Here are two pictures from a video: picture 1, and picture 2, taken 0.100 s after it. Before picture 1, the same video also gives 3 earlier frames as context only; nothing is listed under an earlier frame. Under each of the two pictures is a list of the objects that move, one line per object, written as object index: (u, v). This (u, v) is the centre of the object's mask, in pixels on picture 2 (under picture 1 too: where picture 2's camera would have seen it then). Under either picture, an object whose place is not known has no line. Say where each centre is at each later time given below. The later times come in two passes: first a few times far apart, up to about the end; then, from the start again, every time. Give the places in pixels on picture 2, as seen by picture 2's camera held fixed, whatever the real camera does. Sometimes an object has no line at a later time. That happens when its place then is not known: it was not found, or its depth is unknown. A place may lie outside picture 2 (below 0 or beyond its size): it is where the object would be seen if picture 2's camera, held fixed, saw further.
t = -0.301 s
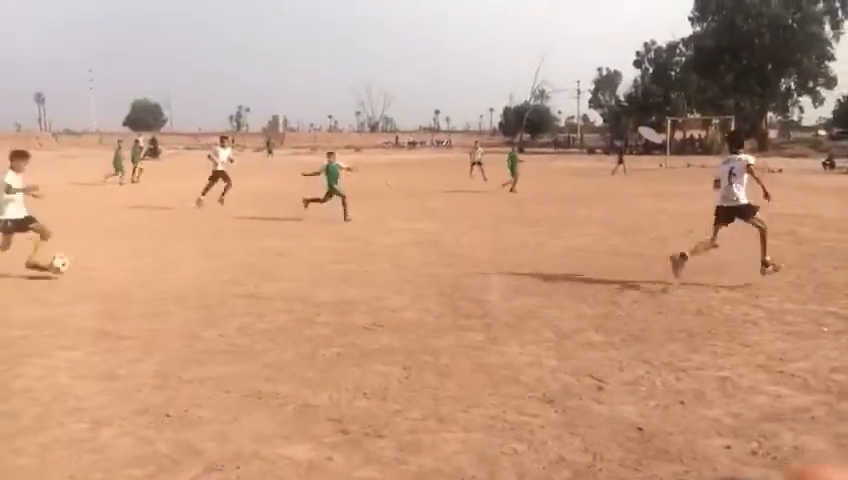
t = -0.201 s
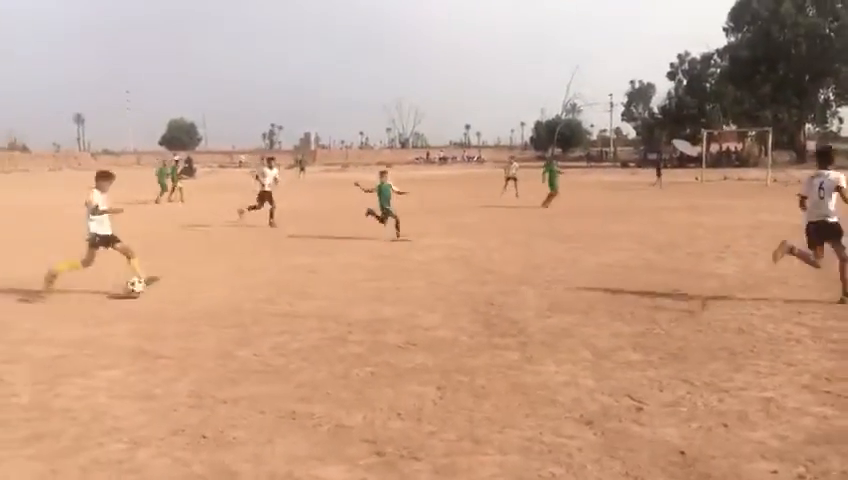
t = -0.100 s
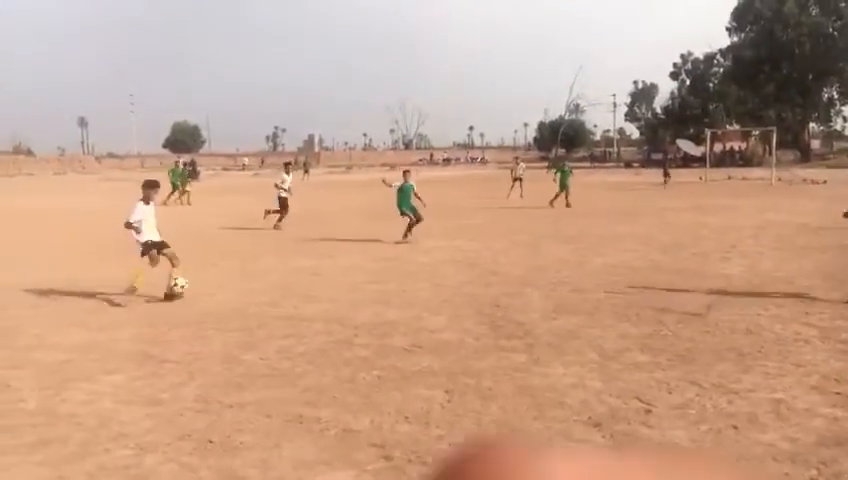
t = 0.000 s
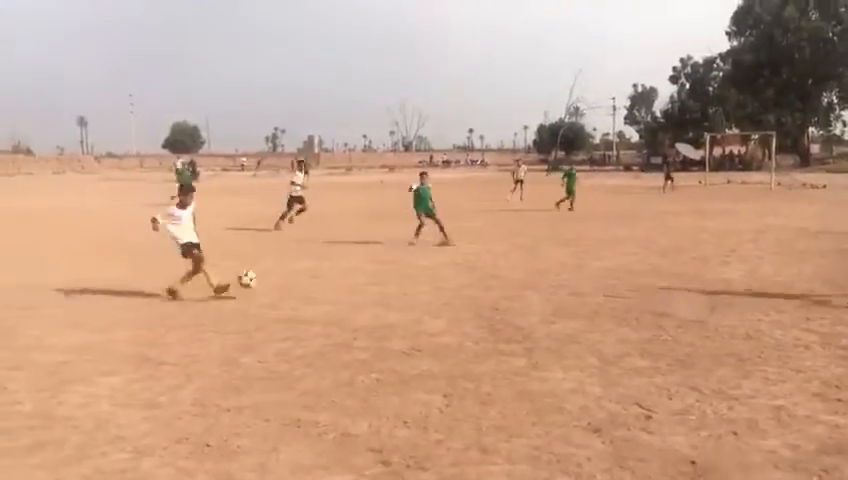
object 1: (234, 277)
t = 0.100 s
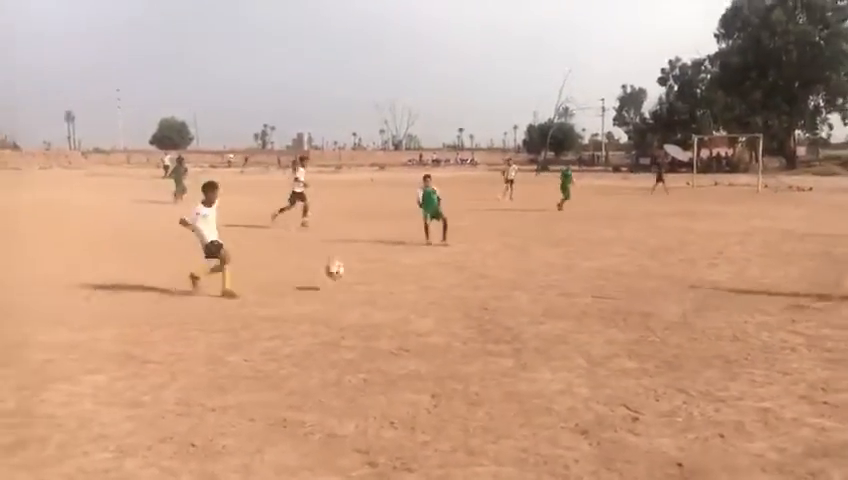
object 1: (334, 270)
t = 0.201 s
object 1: (424, 272)
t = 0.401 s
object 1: (554, 253)
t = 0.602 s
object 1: (662, 258)
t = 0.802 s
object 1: (741, 249)
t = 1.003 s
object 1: (807, 246)
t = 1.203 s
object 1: (866, 244)
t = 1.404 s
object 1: (918, 238)
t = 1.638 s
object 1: (972, 236)
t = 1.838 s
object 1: (1014, 235)
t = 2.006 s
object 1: (1043, 233)
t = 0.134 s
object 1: (365, 270)
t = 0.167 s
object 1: (395, 271)
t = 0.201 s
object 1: (424, 272)
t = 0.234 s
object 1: (451, 273)
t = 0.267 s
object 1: (473, 267)
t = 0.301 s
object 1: (495, 262)
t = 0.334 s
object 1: (515, 258)
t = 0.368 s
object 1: (535, 255)
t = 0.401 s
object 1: (554, 253)
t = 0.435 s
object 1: (574, 252)
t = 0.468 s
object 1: (593, 253)
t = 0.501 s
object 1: (611, 253)
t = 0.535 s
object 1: (628, 255)
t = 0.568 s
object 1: (645, 257)
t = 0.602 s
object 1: (662, 258)
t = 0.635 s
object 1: (676, 255)
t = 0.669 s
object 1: (689, 252)
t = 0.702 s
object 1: (702, 250)
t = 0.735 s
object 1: (715, 249)
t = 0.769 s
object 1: (728, 248)
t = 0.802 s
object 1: (741, 249)
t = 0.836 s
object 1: (751, 250)
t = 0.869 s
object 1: (763, 251)
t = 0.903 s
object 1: (776, 251)
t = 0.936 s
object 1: (785, 249)
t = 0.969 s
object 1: (797, 246)
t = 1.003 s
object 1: (807, 246)
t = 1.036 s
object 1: (818, 245)
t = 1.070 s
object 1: (828, 245)
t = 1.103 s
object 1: (837, 246)
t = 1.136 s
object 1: (847, 247)
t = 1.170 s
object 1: (857, 246)
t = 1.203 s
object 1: (866, 244)
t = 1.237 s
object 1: (874, 244)
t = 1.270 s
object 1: (883, 245)
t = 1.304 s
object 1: (893, 244)
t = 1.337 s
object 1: (901, 241)
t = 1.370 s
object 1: (910, 240)
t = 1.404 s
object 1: (918, 238)
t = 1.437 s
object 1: (926, 238)
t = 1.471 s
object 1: (933, 237)
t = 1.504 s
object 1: (941, 238)
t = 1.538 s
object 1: (949, 240)
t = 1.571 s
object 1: (956, 240)
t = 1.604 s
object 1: (965, 237)
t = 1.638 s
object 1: (972, 236)
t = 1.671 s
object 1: (979, 236)
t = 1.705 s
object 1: (986, 236)
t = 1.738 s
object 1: (991, 237)
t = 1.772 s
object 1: (999, 237)
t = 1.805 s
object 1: (1007, 236)
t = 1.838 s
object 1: (1014, 235)
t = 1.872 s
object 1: (1020, 235)
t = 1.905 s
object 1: (1025, 235)
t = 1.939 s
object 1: (1032, 235)
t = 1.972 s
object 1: (1037, 234)
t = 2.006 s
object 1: (1043, 233)
